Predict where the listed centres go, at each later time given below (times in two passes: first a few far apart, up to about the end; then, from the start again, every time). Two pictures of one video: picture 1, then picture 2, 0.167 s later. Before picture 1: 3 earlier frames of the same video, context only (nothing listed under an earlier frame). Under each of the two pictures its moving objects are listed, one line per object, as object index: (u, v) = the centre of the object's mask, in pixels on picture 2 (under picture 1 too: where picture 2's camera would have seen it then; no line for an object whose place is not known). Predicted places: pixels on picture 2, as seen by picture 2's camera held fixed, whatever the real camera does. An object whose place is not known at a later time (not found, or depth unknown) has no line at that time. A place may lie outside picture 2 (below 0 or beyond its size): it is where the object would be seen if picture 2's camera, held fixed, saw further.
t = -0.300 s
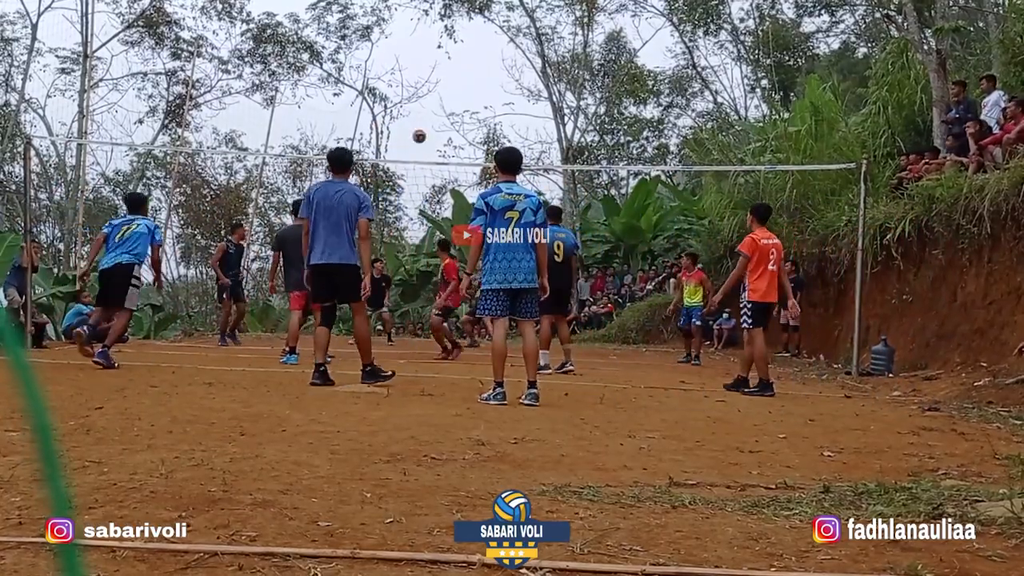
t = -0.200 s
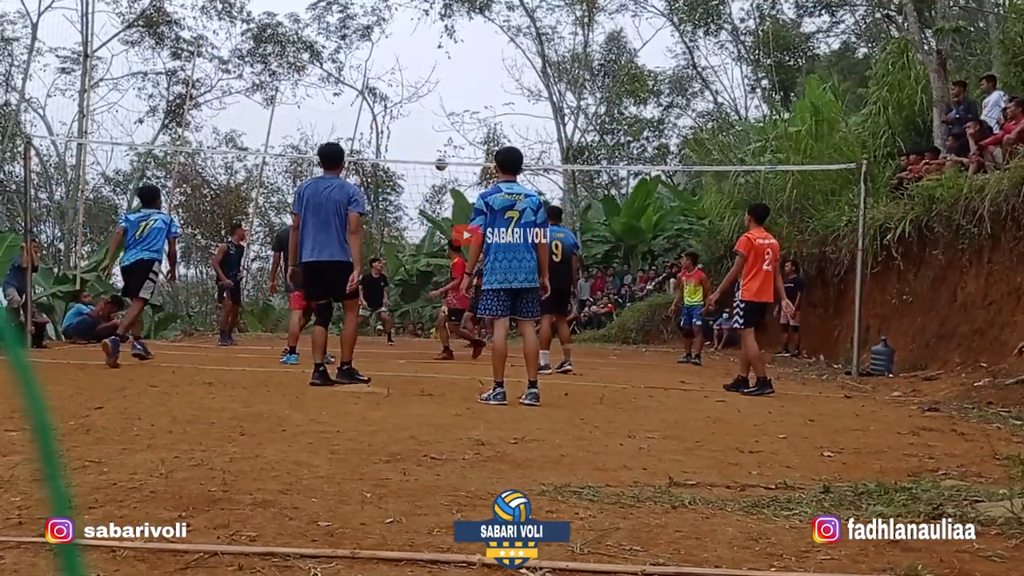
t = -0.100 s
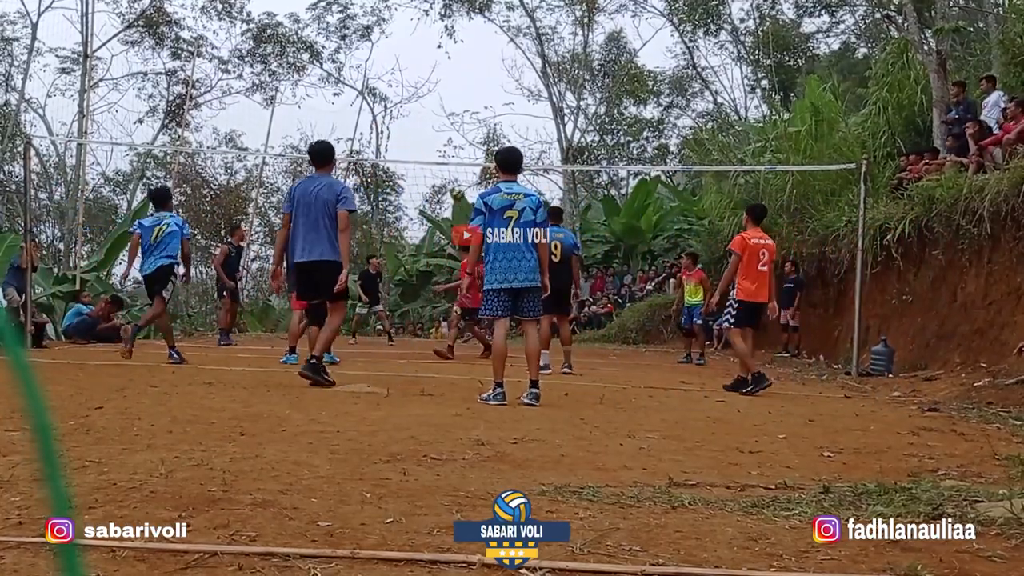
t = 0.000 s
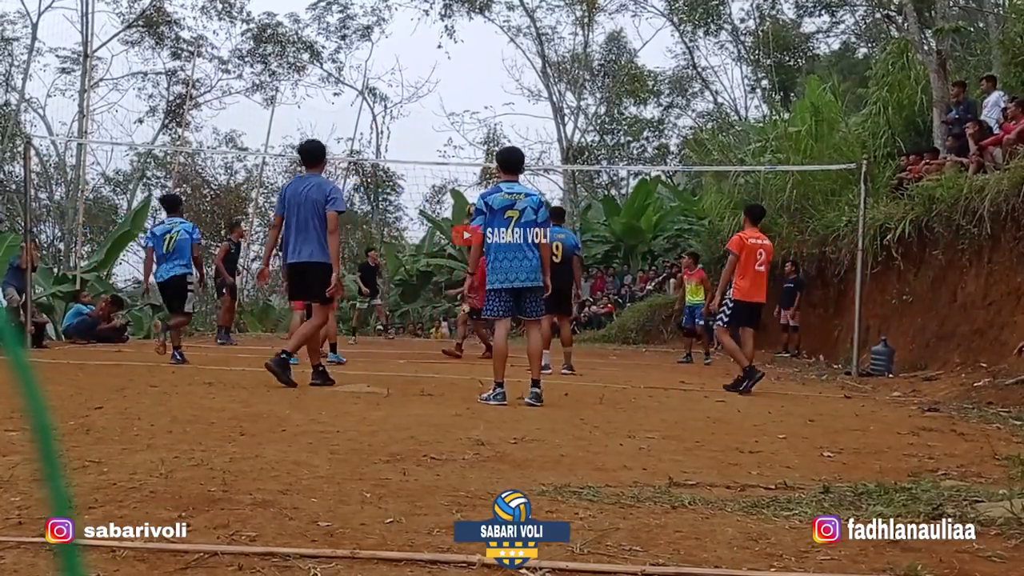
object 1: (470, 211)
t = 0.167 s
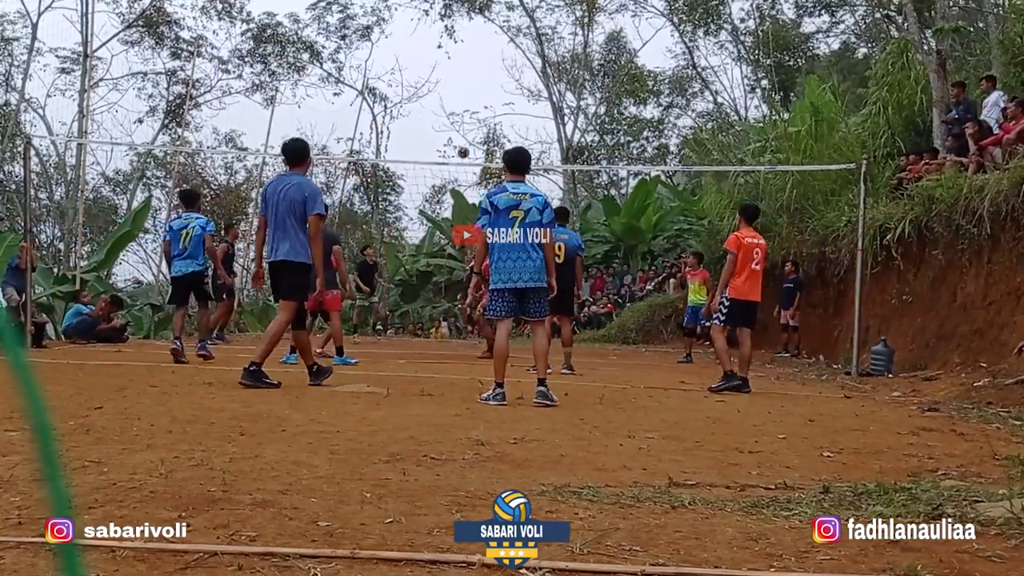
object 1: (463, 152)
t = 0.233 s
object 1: (460, 133)
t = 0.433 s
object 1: (449, 86)
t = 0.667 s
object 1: (435, 58)
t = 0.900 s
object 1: (417, 61)
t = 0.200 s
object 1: (461, 142)
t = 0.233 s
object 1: (460, 133)
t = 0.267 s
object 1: (458, 123)
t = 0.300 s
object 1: (456, 115)
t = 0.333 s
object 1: (455, 107)
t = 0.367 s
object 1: (453, 99)
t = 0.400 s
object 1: (451, 92)
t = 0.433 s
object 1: (449, 86)
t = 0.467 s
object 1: (447, 81)
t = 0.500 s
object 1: (445, 76)
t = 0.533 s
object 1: (443, 71)
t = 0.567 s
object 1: (441, 67)
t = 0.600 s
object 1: (439, 64)
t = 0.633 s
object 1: (437, 61)
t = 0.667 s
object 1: (435, 58)
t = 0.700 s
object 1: (432, 57)
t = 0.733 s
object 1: (429, 56)
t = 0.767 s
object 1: (427, 56)
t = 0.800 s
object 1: (425, 56)
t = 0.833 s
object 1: (422, 57)
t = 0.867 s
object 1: (419, 59)
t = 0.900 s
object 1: (417, 61)
